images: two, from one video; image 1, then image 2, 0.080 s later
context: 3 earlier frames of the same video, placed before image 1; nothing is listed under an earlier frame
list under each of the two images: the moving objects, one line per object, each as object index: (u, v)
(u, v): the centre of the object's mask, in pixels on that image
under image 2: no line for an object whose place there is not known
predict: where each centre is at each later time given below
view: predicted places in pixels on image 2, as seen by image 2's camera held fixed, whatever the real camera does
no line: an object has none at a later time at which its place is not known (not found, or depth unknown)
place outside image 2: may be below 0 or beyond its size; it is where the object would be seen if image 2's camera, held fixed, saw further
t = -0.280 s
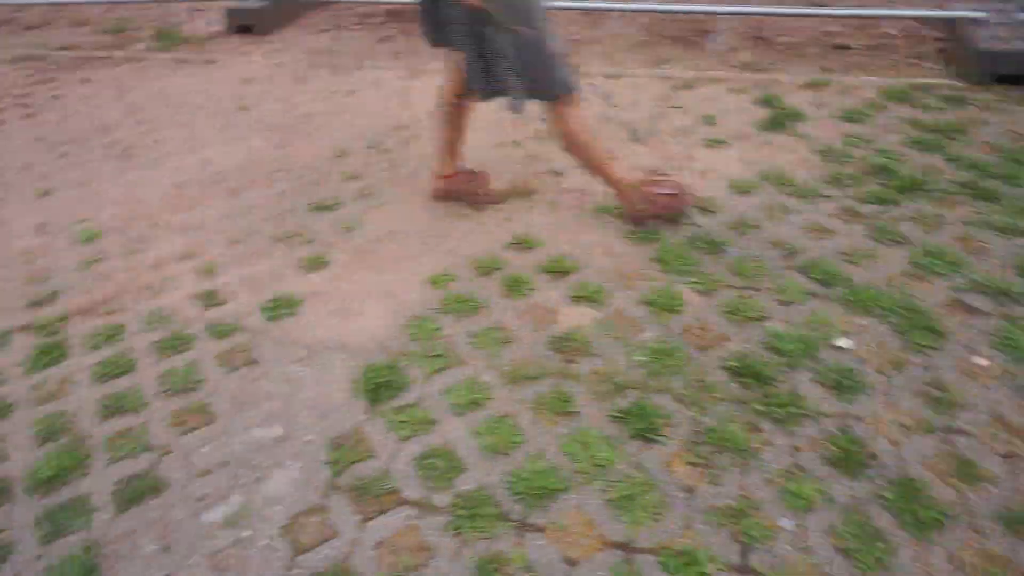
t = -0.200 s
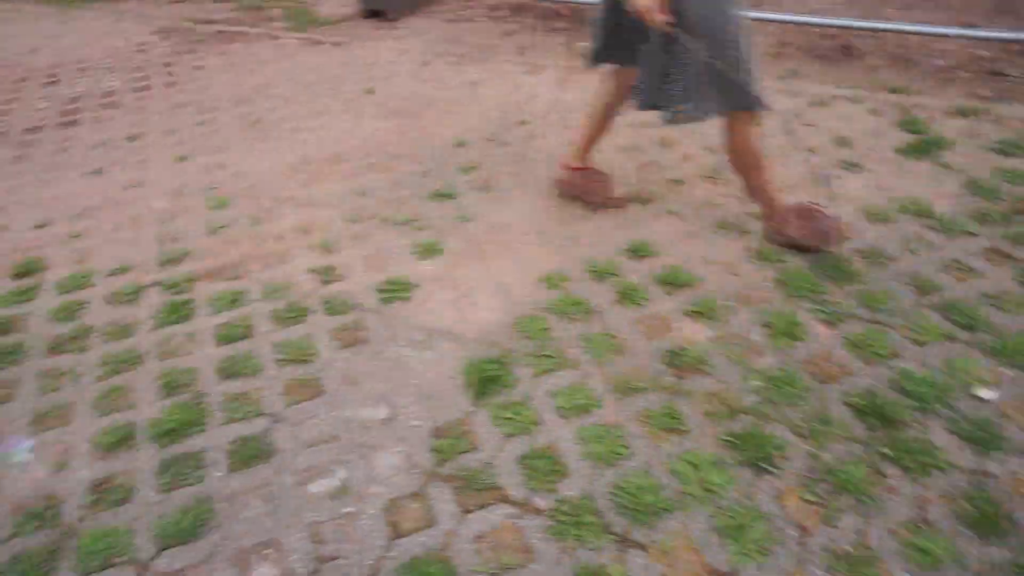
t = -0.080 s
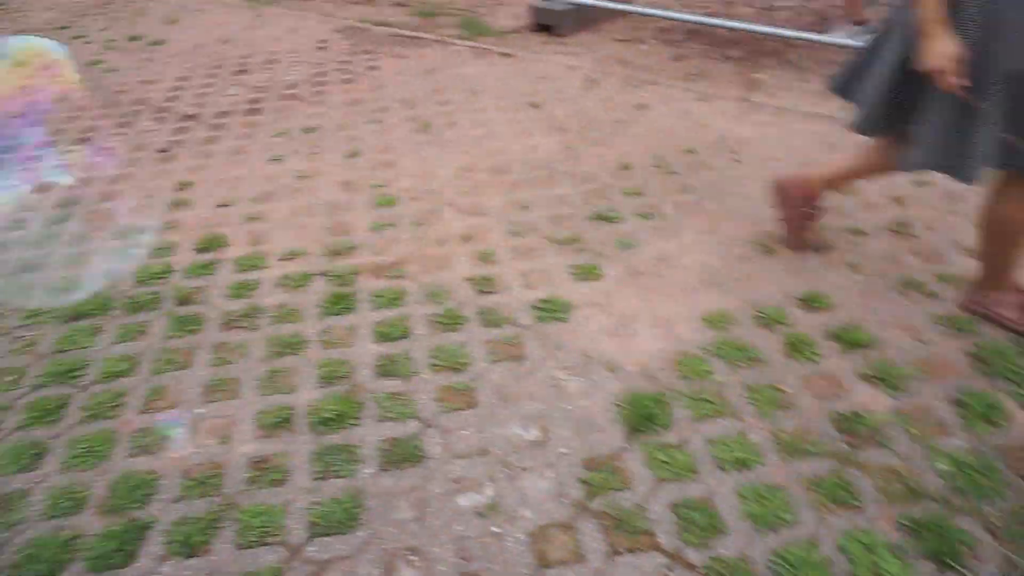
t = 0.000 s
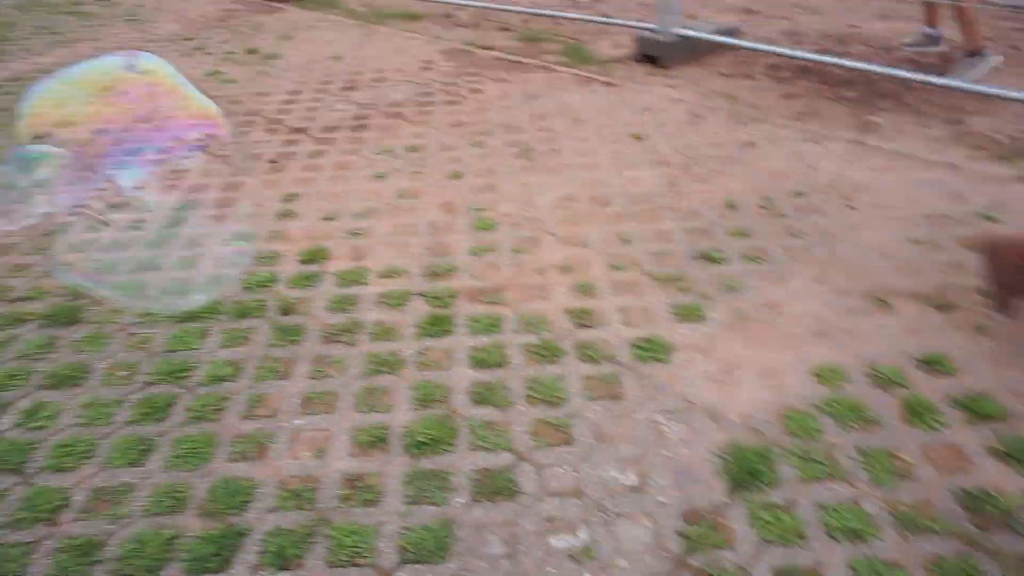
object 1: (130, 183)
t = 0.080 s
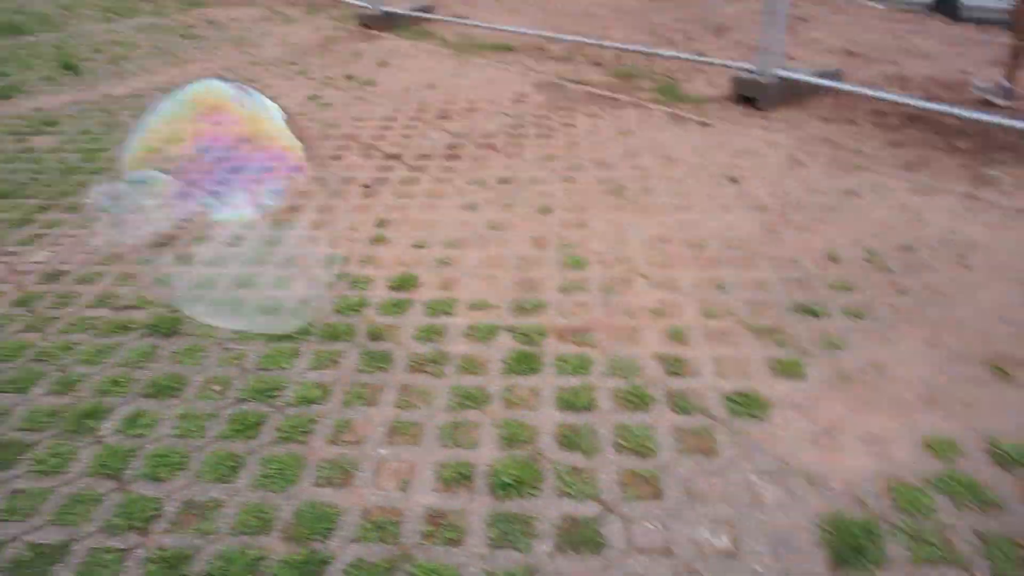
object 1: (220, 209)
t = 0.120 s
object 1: (220, 215)
